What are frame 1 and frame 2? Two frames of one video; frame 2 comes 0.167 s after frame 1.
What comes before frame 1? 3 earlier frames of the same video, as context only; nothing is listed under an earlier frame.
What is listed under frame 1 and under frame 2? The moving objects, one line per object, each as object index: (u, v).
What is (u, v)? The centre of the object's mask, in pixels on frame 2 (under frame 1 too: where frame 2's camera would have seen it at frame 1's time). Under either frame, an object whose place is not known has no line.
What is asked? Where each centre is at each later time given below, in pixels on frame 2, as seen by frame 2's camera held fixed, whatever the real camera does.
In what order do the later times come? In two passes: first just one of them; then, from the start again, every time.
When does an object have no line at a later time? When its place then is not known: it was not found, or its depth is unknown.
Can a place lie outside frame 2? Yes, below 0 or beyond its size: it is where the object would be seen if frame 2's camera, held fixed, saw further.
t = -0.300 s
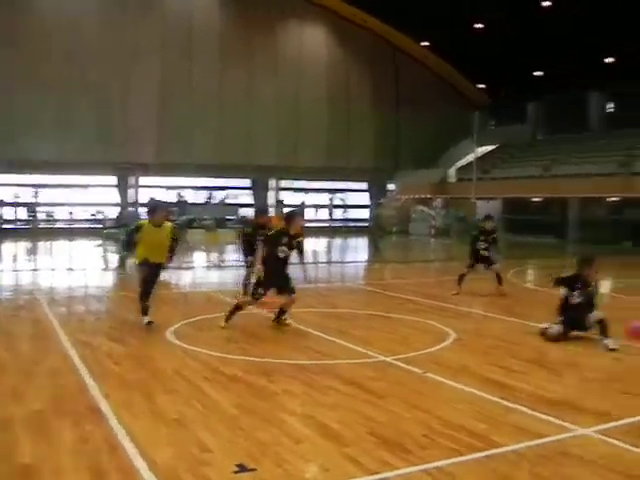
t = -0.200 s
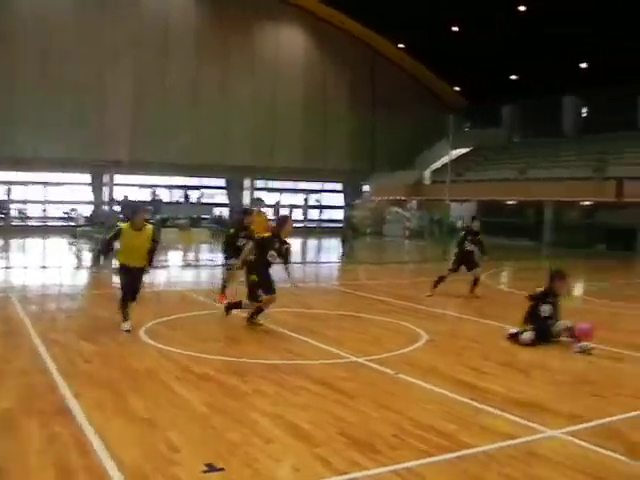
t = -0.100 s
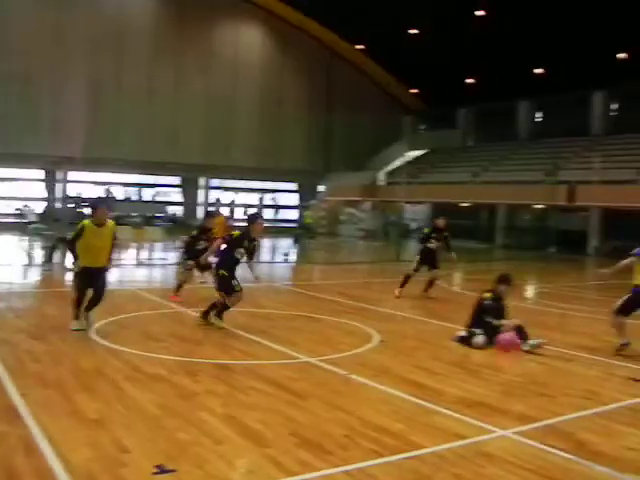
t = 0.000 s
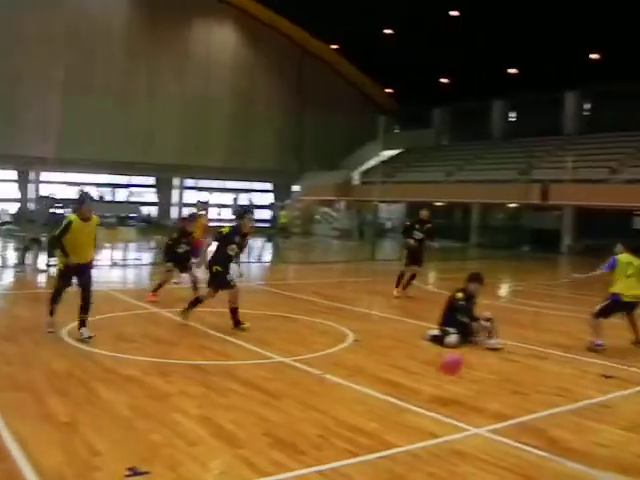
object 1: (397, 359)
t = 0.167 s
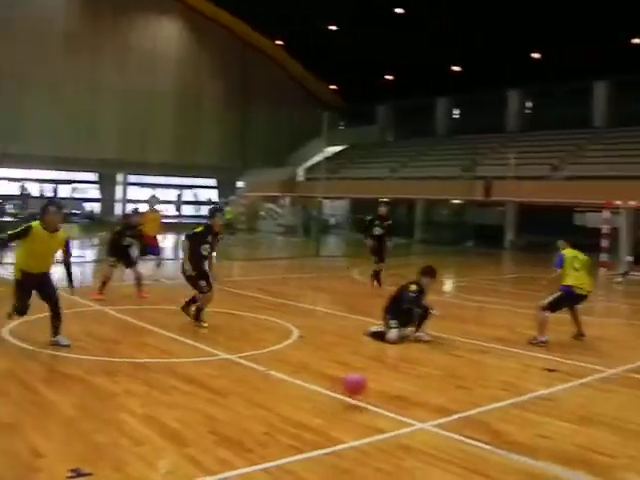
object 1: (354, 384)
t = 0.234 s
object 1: (341, 386)
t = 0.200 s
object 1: (348, 384)
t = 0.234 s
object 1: (341, 386)
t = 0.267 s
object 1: (335, 388)
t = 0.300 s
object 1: (327, 394)
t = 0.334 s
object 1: (320, 399)
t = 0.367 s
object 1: (313, 409)
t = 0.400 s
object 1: (304, 418)
